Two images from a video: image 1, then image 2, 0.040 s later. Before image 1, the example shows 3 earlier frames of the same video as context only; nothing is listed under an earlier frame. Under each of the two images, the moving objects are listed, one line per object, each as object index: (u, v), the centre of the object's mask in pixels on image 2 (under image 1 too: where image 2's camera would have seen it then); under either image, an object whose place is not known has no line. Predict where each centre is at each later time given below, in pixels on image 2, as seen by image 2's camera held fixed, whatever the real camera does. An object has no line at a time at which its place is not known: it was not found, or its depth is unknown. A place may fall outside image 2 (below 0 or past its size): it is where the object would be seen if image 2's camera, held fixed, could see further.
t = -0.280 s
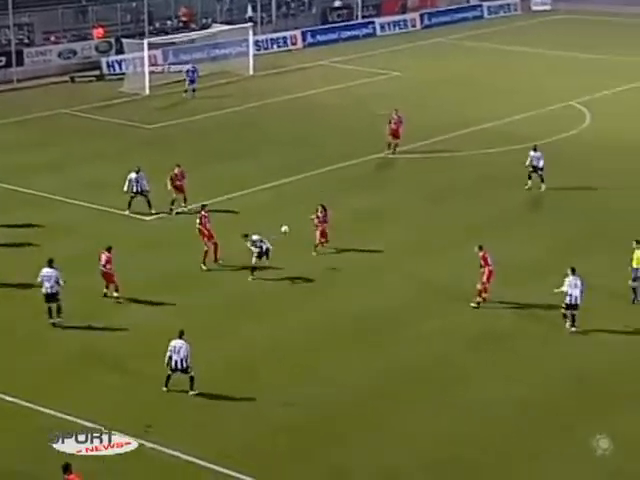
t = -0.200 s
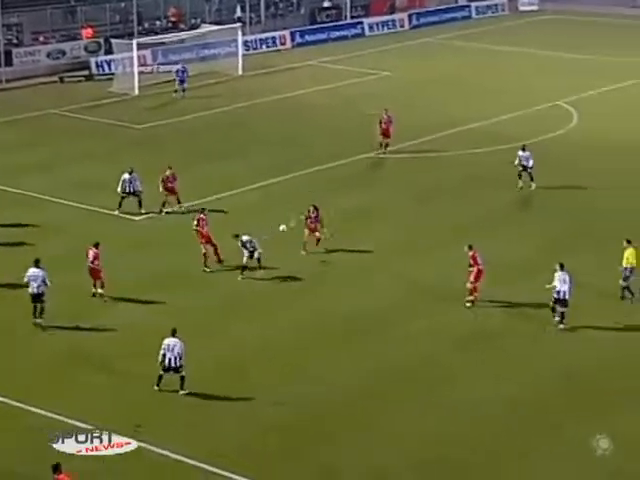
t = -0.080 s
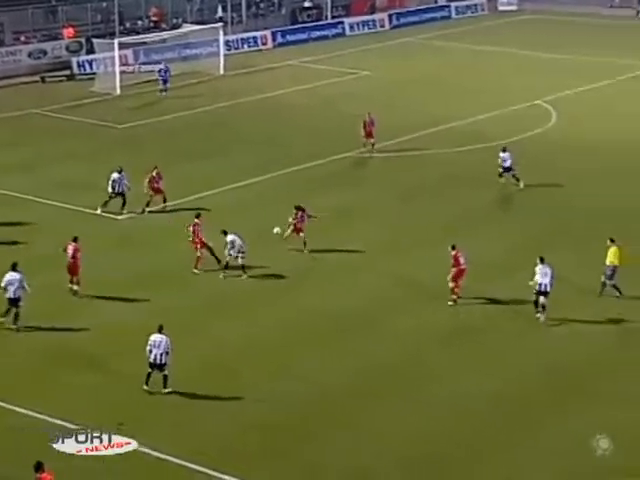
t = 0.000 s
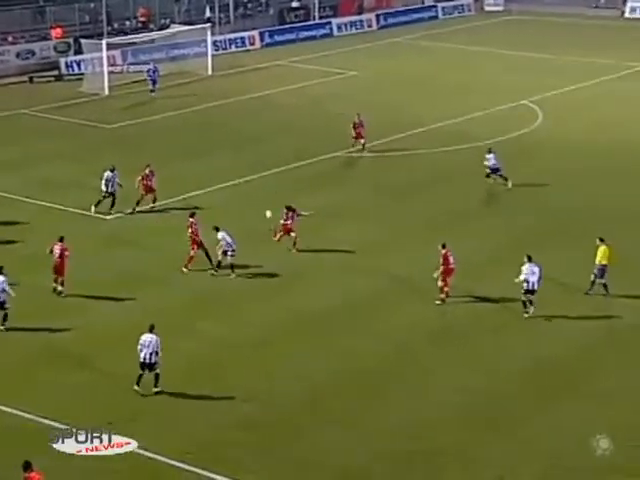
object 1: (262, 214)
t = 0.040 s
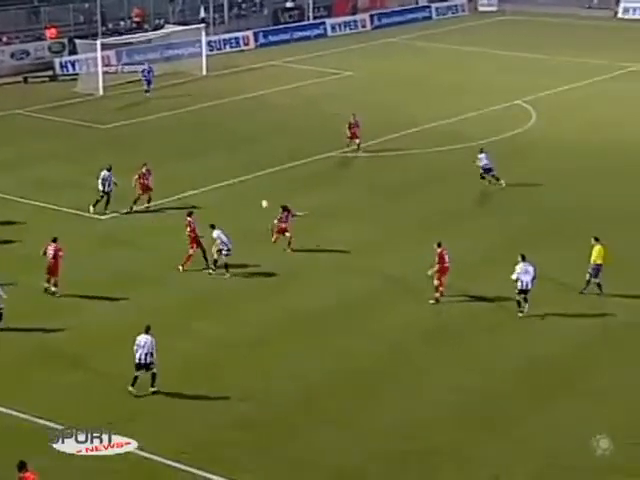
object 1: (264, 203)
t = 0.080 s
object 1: (266, 194)
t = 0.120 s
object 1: (268, 185)
